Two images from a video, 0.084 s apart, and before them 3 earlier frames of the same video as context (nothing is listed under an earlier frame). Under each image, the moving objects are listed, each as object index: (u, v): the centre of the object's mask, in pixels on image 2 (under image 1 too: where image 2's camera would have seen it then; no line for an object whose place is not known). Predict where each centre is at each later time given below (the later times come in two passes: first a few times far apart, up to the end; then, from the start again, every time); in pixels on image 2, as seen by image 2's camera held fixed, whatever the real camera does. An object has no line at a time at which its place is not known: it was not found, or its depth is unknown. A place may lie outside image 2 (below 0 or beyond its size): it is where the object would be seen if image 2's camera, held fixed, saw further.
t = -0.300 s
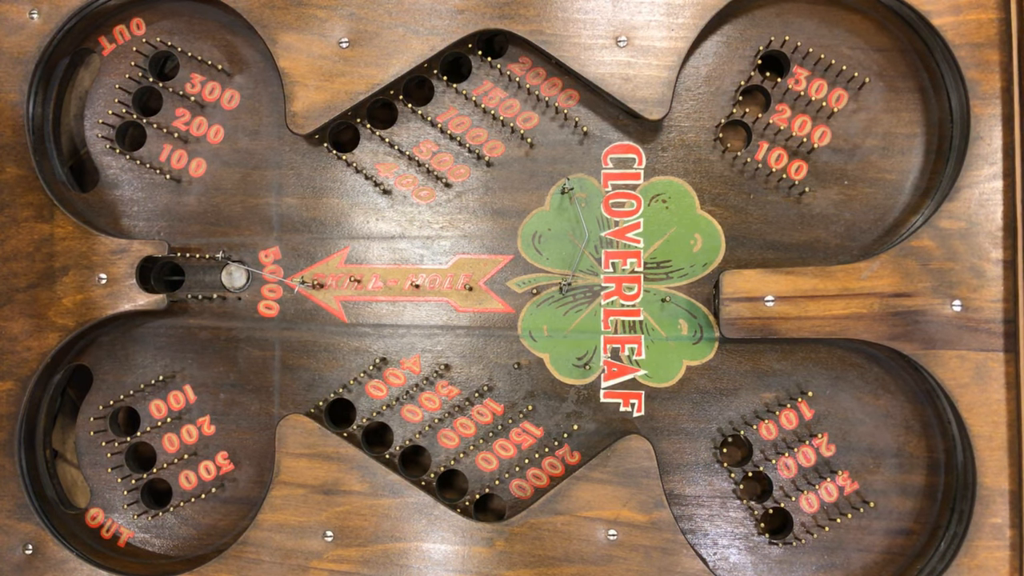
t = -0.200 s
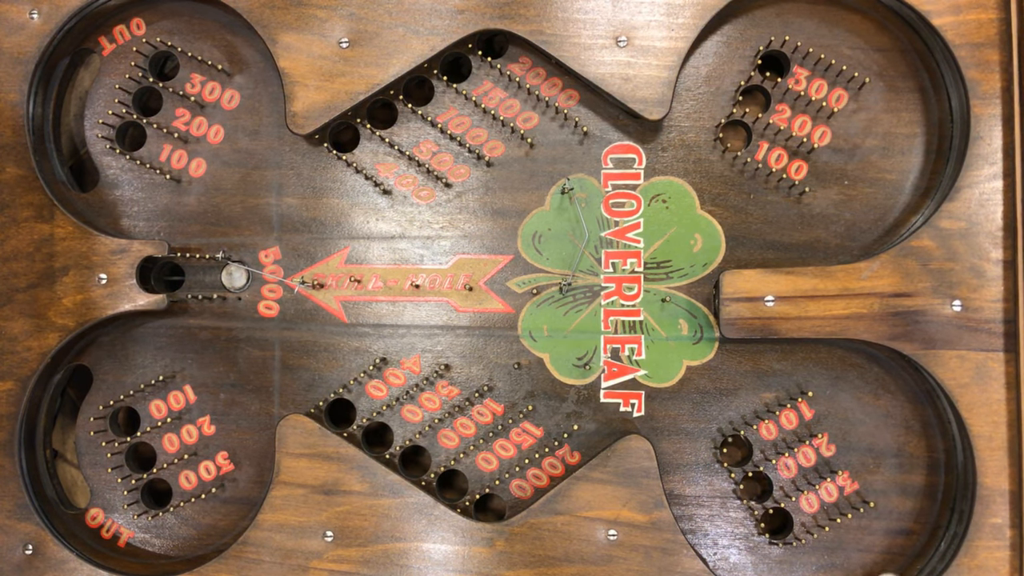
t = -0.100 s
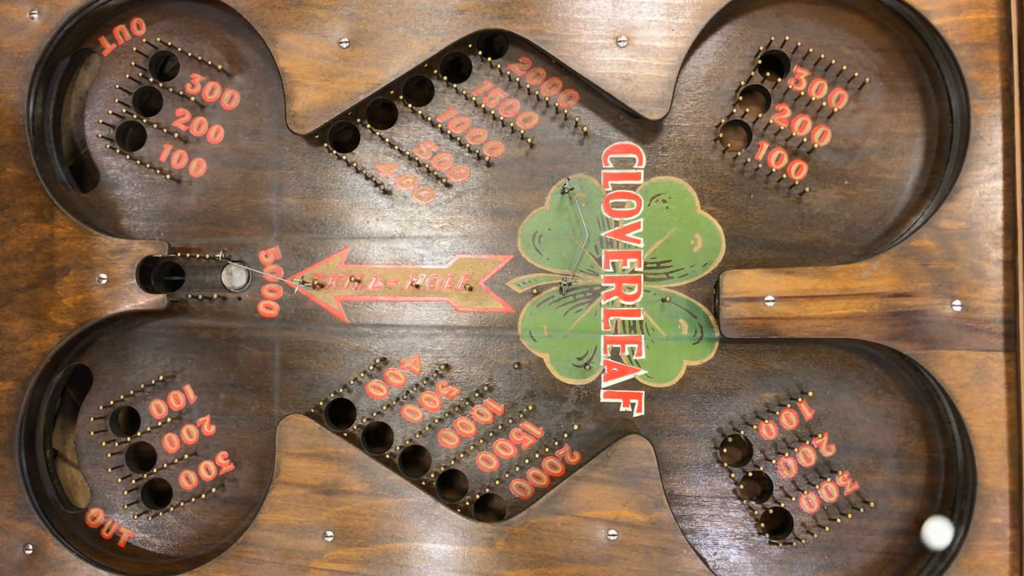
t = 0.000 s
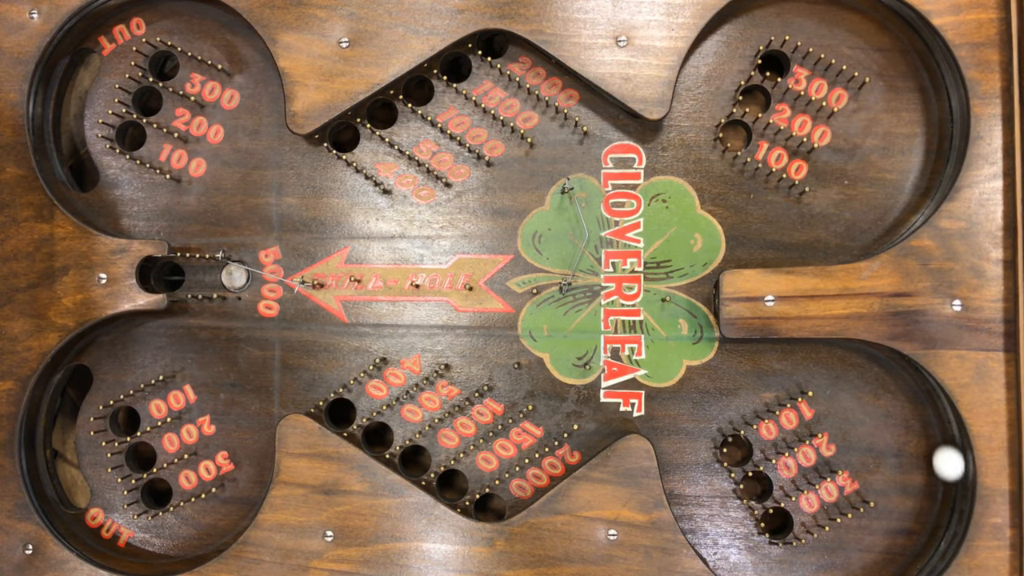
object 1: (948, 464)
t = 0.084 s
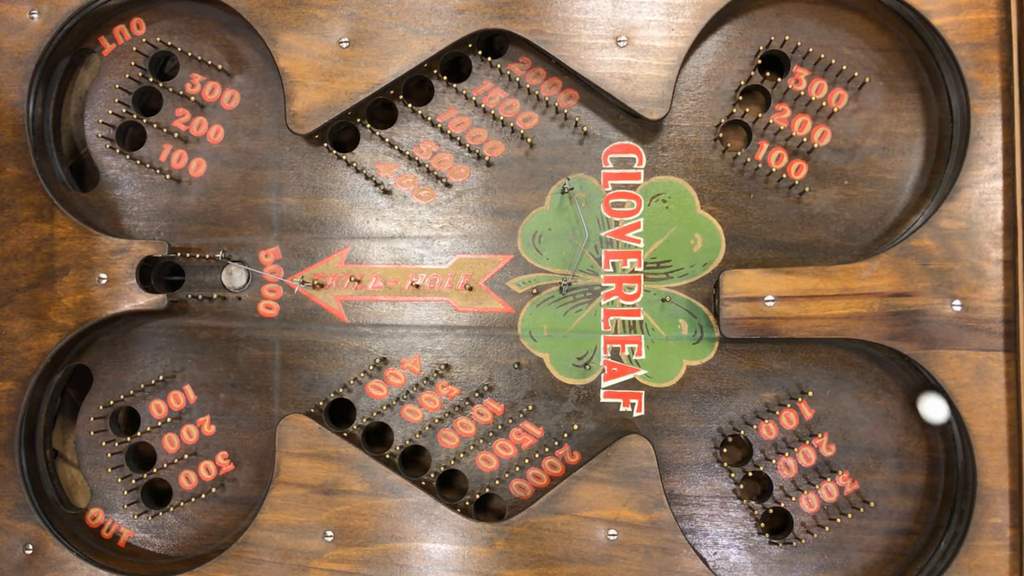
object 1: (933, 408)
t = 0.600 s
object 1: (563, 332)
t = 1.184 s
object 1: (50, 379)
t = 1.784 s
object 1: (263, 474)
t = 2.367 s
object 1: (178, 273)
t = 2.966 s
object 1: (172, 276)
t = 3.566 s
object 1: (171, 279)
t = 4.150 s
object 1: (170, 279)
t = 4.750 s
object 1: (170, 279)
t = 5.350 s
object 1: (170, 278)
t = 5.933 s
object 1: (170, 279)
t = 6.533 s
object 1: (170, 279)
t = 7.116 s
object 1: (170, 279)
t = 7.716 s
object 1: (170, 279)
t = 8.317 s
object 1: (170, 279)
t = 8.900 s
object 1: (170, 279)
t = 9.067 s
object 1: (170, 279)
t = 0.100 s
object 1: (927, 398)
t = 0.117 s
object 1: (921, 388)
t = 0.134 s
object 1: (913, 379)
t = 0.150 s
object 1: (905, 372)
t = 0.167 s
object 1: (895, 364)
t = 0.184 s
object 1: (885, 359)
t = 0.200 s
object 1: (874, 354)
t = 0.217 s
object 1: (863, 351)
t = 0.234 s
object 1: (852, 348)
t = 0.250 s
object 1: (840, 347)
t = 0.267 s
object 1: (828, 346)
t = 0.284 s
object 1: (815, 346)
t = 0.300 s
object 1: (803, 346)
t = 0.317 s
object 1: (790, 346)
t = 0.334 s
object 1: (778, 345)
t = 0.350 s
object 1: (765, 345)
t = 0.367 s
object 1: (752, 345)
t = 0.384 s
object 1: (738, 345)
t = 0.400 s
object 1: (723, 342)
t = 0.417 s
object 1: (711, 340)
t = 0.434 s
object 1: (700, 339)
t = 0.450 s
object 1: (687, 338)
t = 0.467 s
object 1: (673, 338)
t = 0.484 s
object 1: (661, 337)
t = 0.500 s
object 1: (647, 336)
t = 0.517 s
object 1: (633, 335)
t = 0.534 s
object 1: (619, 334)
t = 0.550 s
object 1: (604, 333)
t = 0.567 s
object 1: (590, 333)
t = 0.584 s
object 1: (577, 333)
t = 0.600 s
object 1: (563, 332)
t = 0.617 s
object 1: (549, 332)
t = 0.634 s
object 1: (535, 332)
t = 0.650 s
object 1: (521, 332)
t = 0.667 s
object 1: (506, 332)
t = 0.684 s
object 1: (493, 332)
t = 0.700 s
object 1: (479, 331)
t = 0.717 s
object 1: (464, 331)
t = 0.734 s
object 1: (450, 330)
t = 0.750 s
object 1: (435, 330)
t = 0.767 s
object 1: (419, 329)
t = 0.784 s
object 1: (404, 328)
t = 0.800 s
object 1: (389, 327)
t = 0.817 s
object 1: (374, 327)
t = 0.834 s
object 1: (359, 326)
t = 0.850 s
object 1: (343, 326)
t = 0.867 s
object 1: (327, 325)
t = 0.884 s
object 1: (311, 325)
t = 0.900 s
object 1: (295, 325)
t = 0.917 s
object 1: (279, 325)
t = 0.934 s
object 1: (263, 325)
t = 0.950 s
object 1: (247, 325)
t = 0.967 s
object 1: (231, 325)
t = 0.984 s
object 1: (215, 325)
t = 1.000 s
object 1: (199, 325)
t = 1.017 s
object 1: (183, 325)
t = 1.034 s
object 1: (166, 325)
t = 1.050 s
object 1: (150, 325)
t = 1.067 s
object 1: (134, 325)
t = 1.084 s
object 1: (118, 326)
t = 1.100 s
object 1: (102, 330)
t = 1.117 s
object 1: (89, 338)
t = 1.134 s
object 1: (78, 347)
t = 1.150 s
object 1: (65, 357)
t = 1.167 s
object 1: (57, 368)
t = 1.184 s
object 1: (50, 379)
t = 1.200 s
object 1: (43, 392)
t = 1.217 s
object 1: (38, 405)
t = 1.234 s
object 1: (34, 418)
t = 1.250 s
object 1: (33, 432)
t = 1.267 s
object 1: (32, 446)
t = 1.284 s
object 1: (33, 458)
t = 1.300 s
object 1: (36, 472)
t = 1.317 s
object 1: (39, 484)
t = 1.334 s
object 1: (44, 496)
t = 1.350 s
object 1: (50, 507)
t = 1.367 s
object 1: (57, 517)
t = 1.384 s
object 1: (65, 527)
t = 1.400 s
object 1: (73, 535)
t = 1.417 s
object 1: (83, 543)
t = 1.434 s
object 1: (92, 549)
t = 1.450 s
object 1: (102, 554)
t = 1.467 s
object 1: (113, 558)
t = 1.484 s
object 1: (124, 562)
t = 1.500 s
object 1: (135, 563)
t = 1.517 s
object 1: (146, 564)
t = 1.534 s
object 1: (157, 563)
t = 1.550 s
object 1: (168, 563)
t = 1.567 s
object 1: (179, 560)
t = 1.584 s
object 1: (188, 557)
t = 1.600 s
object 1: (198, 553)
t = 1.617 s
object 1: (207, 549)
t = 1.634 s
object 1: (215, 543)
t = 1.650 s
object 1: (223, 537)
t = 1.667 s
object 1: (230, 531)
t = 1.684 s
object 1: (238, 524)
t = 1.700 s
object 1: (243, 516)
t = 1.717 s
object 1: (249, 509)
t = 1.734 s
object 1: (253, 501)
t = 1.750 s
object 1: (257, 492)
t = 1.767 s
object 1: (261, 483)
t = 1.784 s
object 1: (263, 474)
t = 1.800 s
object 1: (265, 465)
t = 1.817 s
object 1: (266, 456)
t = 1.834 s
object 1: (267, 447)
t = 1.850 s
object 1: (267, 437)
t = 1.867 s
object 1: (269, 427)
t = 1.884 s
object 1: (271, 417)
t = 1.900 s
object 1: (272, 409)
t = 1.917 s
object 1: (272, 400)
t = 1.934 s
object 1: (271, 391)
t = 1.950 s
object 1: (271, 382)
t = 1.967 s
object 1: (270, 373)
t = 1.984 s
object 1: (269, 363)
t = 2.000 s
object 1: (268, 354)
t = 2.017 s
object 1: (267, 345)
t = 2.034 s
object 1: (265, 336)
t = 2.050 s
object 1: (264, 328)
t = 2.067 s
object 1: (263, 319)
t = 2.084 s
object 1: (261, 310)
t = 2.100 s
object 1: (259, 301)
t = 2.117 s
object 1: (256, 292)
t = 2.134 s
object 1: (254, 284)
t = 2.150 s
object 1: (249, 282)
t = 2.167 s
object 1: (243, 281)
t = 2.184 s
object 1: (237, 278)
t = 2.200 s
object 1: (232, 277)
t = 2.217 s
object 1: (227, 276)
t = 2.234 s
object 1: (219, 274)
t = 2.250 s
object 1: (214, 274)
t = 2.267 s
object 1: (208, 277)
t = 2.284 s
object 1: (203, 280)
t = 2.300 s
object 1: (198, 281)
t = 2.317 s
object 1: (193, 279)
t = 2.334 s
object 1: (189, 277)
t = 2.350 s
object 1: (184, 275)
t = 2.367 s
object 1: (178, 273)
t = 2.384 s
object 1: (173, 272)
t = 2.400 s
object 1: (168, 272)
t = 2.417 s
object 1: (164, 275)
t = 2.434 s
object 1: (166, 279)
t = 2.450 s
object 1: (170, 277)
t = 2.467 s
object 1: (168, 274)
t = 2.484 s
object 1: (165, 274)
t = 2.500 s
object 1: (164, 276)
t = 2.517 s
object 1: (168, 278)
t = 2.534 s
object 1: (170, 276)
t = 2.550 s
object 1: (169, 277)
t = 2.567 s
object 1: (170, 279)
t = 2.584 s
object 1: (172, 277)
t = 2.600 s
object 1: (172, 276)
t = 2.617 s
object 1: (170, 276)
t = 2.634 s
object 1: (169, 277)
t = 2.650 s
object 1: (170, 278)
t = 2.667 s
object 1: (171, 279)
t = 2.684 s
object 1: (172, 278)
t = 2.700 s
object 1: (172, 278)
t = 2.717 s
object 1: (172, 277)
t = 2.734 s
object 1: (172, 276)
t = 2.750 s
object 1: (172, 276)
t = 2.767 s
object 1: (170, 276)
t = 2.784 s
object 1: (170, 277)
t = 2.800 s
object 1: (169, 277)
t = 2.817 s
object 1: (170, 278)
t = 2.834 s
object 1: (170, 279)
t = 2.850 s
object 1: (171, 279)
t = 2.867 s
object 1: (172, 278)
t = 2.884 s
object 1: (172, 278)
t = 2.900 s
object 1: (172, 277)
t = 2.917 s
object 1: (172, 277)
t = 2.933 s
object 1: (172, 277)
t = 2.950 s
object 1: (172, 276)
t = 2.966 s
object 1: (172, 276)
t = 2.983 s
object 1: (171, 276)
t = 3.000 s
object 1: (170, 276)
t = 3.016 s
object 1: (170, 276)
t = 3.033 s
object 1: (170, 277)
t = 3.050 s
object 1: (170, 277)
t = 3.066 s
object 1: (169, 278)
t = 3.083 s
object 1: (170, 278)
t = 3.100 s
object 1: (170, 279)
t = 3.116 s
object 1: (171, 279)
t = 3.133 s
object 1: (171, 279)
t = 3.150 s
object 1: (172, 279)
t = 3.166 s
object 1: (172, 279)
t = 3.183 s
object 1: (172, 279)
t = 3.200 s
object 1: (172, 279)
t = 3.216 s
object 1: (171, 279)
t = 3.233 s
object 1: (171, 279)
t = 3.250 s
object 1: (170, 279)
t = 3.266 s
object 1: (170, 279)
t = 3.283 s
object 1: (170, 278)
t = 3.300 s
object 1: (170, 278)
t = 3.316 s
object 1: (169, 278)
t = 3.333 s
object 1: (169, 278)
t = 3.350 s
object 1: (169, 278)
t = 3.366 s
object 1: (169, 278)
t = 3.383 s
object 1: (169, 278)
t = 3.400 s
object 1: (169, 278)
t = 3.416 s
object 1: (169, 278)
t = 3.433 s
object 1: (169, 278)
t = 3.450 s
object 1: (170, 278)
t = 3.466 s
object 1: (170, 279)
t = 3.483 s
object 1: (170, 279)
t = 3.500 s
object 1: (170, 279)
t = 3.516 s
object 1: (171, 279)
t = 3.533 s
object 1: (171, 279)
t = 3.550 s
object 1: (171, 279)
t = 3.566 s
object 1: (171, 279)
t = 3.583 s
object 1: (171, 279)
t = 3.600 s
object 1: (170, 279)
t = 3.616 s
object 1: (170, 279)
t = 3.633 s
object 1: (170, 279)
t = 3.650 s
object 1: (170, 279)
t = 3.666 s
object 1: (170, 279)
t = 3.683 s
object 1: (170, 279)
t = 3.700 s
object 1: (169, 278)
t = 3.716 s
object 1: (169, 278)
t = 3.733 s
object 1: (170, 278)
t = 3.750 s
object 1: (170, 278)
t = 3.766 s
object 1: (170, 279)
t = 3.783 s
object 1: (170, 279)
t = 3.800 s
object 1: (170, 279)
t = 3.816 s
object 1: (170, 279)
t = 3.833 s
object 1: (170, 279)
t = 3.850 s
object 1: (171, 279)
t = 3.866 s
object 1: (171, 279)
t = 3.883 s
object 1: (171, 279)
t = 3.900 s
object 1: (170, 279)
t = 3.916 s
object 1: (170, 279)
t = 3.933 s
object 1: (170, 279)
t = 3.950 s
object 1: (170, 279)
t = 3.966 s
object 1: (170, 279)
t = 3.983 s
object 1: (170, 279)
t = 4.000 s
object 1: (170, 279)
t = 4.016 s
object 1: (170, 279)
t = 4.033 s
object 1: (170, 279)
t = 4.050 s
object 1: (170, 279)
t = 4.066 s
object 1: (170, 279)
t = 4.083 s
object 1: (170, 279)
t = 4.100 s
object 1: (170, 279)
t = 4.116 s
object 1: (170, 279)
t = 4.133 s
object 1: (170, 279)
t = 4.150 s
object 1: (170, 279)
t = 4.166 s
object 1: (170, 279)
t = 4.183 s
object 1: (170, 279)
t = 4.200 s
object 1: (170, 279)
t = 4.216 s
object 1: (170, 279)
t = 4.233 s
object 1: (170, 279)
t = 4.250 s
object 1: (170, 279)
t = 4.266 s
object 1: (170, 279)
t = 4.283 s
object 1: (170, 279)
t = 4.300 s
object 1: (170, 279)
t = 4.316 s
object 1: (170, 279)
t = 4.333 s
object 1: (170, 279)
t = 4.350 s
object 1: (170, 279)
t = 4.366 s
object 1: (170, 279)
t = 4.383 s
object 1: (170, 279)
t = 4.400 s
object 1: (170, 279)
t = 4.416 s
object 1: (170, 279)
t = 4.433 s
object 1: (170, 279)
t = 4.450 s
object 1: (170, 279)
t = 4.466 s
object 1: (170, 279)
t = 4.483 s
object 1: (170, 279)
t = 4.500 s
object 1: (170, 279)
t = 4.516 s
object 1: (170, 279)
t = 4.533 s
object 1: (170, 279)
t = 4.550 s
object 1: (170, 279)
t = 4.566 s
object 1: (170, 279)
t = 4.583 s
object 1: (170, 279)
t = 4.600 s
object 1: (170, 279)
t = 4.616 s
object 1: (170, 279)
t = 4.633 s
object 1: (170, 279)
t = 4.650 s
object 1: (170, 279)
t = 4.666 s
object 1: (170, 279)
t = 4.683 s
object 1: (170, 279)
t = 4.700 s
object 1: (170, 279)
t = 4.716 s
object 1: (170, 279)
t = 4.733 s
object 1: (170, 279)
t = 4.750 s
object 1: (170, 279)
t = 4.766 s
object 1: (170, 279)
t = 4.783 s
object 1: (170, 279)
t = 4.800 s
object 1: (170, 279)
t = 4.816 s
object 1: (170, 279)
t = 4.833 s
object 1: (170, 279)
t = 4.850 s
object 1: (170, 279)
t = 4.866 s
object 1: (170, 279)
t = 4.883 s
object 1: (170, 279)
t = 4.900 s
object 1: (170, 279)
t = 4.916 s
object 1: (170, 279)
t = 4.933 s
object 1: (170, 279)
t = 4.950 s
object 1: (170, 278)
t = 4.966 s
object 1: (170, 279)
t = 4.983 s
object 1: (170, 279)
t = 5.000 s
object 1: (170, 279)
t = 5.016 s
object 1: (170, 279)
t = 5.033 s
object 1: (170, 279)
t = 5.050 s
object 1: (170, 279)
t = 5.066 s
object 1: (170, 279)
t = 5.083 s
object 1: (170, 279)
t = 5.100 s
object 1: (170, 278)
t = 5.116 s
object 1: (170, 278)
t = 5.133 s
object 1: (170, 279)
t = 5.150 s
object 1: (170, 278)
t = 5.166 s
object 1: (170, 279)
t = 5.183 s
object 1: (170, 278)
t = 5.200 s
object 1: (170, 279)
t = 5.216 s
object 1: (170, 278)
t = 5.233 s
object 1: (170, 278)
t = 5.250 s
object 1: (170, 278)
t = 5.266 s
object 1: (170, 279)
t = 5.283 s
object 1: (170, 279)
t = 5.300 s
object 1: (170, 278)
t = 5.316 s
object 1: (170, 279)
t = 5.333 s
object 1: (170, 279)
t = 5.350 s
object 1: (170, 278)
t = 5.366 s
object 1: (170, 279)
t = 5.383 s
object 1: (170, 279)
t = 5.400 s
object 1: (170, 279)
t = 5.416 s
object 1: (170, 279)
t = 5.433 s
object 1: (170, 279)
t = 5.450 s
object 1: (170, 279)
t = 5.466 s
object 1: (170, 279)
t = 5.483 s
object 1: (170, 279)
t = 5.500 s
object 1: (170, 279)
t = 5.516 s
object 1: (170, 279)
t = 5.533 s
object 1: (170, 279)
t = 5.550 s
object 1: (170, 279)
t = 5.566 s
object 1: (170, 279)
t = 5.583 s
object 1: (170, 279)
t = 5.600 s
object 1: (170, 279)
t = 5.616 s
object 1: (170, 279)
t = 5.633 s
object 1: (170, 279)
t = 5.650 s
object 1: (170, 279)
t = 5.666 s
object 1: (170, 279)
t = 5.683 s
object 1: (170, 279)
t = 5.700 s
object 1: (170, 279)
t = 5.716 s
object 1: (170, 279)
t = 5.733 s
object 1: (170, 279)
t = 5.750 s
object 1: (170, 279)
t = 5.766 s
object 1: (170, 279)
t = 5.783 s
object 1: (171, 279)
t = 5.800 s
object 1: (171, 279)
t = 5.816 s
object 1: (170, 279)
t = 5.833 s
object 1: (170, 279)
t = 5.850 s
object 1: (170, 279)
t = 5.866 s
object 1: (170, 279)
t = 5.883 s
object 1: (170, 279)
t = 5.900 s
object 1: (170, 279)
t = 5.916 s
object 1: (170, 279)
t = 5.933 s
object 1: (170, 279)
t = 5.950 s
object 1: (170, 279)
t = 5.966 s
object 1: (170, 279)
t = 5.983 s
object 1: (170, 279)
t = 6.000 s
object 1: (170, 279)
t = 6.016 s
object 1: (170, 279)
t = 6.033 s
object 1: (170, 279)
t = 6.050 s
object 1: (170, 279)
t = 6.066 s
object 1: (170, 279)
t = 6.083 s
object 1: (170, 279)
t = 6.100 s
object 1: (170, 279)
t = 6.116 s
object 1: (170, 279)
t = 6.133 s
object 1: (170, 279)
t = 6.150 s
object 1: (170, 279)
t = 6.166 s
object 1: (170, 279)
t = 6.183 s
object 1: (170, 279)
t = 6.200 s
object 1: (170, 279)
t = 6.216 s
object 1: (170, 279)
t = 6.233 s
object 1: (170, 279)
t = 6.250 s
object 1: (170, 279)
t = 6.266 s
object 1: (170, 279)
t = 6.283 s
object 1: (170, 279)
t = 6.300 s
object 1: (170, 279)
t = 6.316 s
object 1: (170, 279)
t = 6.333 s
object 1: (170, 279)
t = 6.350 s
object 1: (170, 279)
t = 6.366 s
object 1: (170, 279)
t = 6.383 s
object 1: (170, 279)
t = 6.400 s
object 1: (170, 279)
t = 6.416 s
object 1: (170, 279)
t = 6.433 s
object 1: (170, 279)
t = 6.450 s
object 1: (170, 279)
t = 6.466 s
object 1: (170, 279)
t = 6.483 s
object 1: (170, 279)
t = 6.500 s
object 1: (170, 279)
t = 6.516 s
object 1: (170, 279)
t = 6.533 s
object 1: (170, 279)
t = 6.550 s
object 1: (170, 279)
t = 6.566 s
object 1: (170, 279)
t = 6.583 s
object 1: (170, 279)
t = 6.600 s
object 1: (170, 279)
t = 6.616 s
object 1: (170, 279)
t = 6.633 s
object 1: (170, 279)
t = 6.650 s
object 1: (170, 279)
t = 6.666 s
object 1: (170, 279)
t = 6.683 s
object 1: (170, 279)
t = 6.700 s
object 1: (170, 279)
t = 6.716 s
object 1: (170, 279)
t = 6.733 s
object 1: (170, 279)
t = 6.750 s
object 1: (170, 279)
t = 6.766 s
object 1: (170, 279)
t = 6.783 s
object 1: (170, 279)
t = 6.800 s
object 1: (170, 279)
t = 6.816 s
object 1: (170, 279)
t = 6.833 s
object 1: (170, 279)
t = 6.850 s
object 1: (170, 279)
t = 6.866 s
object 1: (170, 279)
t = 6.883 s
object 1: (170, 279)
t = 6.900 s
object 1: (170, 279)
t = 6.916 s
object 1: (170, 279)
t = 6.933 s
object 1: (170, 279)
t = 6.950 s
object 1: (170, 279)
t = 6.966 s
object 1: (170, 279)
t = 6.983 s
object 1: (170, 279)
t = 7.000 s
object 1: (170, 279)
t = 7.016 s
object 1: (170, 279)
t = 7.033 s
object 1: (170, 279)
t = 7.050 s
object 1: (170, 279)
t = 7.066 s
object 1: (170, 279)
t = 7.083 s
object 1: (170, 279)
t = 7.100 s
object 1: (170, 279)
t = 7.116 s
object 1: (170, 279)
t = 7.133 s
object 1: (170, 279)
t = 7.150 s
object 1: (170, 279)
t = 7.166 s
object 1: (170, 279)
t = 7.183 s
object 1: (170, 279)
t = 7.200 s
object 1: (170, 279)
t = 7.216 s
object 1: (170, 279)
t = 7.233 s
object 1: (170, 279)
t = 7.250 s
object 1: (170, 279)
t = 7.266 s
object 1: (170, 279)
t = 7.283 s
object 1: (170, 279)
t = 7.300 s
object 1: (170, 279)
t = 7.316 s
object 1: (170, 279)
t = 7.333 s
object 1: (170, 279)
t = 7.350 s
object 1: (170, 279)
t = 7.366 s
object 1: (170, 279)
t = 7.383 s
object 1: (170, 279)
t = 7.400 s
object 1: (170, 279)
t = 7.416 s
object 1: (170, 279)
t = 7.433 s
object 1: (170, 279)
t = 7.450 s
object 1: (170, 279)
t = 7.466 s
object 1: (170, 279)
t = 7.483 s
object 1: (170, 279)
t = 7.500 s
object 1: (170, 279)
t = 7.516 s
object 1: (170, 279)
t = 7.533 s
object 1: (170, 279)
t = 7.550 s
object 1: (170, 279)
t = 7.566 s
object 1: (170, 279)
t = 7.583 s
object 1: (170, 279)
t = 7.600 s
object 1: (170, 279)
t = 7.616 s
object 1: (170, 279)
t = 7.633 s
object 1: (170, 279)
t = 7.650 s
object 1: (170, 279)
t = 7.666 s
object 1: (170, 279)
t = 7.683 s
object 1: (171, 279)
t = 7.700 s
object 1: (171, 279)
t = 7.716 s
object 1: (170, 279)
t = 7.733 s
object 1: (171, 279)
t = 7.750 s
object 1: (171, 279)
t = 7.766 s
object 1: (171, 279)
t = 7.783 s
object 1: (170, 279)
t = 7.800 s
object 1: (170, 279)
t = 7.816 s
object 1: (170, 279)
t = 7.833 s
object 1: (170, 279)
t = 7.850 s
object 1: (171, 279)
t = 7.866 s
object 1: (170, 279)
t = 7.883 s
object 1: (170, 279)
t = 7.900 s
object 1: (171, 279)
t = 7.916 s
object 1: (170, 279)
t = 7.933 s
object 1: (171, 279)
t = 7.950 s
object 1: (170, 279)
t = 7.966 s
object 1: (170, 279)
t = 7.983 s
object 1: (170, 279)
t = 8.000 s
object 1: (170, 279)
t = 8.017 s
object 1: (170, 279)
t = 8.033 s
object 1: (170, 279)
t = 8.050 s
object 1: (170, 279)
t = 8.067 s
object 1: (170, 279)
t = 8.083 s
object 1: (170, 279)
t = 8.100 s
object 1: (170, 279)
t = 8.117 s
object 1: (170, 279)
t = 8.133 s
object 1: (170, 279)
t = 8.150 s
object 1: (170, 279)
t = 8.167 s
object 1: (170, 279)
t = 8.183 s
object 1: (170, 279)
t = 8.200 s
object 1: (170, 279)
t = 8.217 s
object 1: (170, 279)
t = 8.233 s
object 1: (170, 279)
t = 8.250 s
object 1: (170, 279)
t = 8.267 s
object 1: (170, 279)
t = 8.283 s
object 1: (170, 279)
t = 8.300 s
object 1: (170, 279)
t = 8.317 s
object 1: (170, 279)
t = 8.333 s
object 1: (170, 279)
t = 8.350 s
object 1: (170, 279)
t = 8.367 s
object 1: (170, 279)
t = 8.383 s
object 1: (170, 279)
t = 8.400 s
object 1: (170, 279)
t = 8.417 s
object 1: (170, 279)
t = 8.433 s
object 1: (170, 279)
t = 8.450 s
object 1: (170, 279)
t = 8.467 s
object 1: (170, 279)
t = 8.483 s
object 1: (170, 279)
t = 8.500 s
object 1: (170, 279)
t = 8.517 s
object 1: (170, 279)
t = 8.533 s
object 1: (170, 279)
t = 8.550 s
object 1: (170, 279)
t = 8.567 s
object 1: (170, 279)
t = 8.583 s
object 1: (170, 279)
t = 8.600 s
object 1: (170, 279)
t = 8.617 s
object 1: (170, 279)
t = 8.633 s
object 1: (170, 279)
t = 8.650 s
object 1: (170, 279)
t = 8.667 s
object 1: (170, 279)
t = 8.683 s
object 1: (170, 279)
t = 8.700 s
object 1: (170, 279)
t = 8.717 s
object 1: (170, 279)
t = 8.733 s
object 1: (170, 279)
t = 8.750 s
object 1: (170, 279)
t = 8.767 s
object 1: (170, 279)
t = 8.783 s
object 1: (170, 279)
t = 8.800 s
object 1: (170, 279)
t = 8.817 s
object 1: (170, 279)
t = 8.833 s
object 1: (170, 279)
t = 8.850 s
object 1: (170, 279)
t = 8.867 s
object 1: (170, 279)
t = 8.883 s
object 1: (170, 279)
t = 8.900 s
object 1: (170, 279)
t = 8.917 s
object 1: (170, 279)
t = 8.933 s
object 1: (170, 279)
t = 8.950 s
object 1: (170, 279)
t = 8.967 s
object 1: (170, 279)
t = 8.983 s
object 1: (170, 279)
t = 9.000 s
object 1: (170, 279)
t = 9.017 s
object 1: (170, 279)
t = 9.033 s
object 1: (170, 279)
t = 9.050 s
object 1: (170, 279)
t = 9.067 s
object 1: (170, 279)
